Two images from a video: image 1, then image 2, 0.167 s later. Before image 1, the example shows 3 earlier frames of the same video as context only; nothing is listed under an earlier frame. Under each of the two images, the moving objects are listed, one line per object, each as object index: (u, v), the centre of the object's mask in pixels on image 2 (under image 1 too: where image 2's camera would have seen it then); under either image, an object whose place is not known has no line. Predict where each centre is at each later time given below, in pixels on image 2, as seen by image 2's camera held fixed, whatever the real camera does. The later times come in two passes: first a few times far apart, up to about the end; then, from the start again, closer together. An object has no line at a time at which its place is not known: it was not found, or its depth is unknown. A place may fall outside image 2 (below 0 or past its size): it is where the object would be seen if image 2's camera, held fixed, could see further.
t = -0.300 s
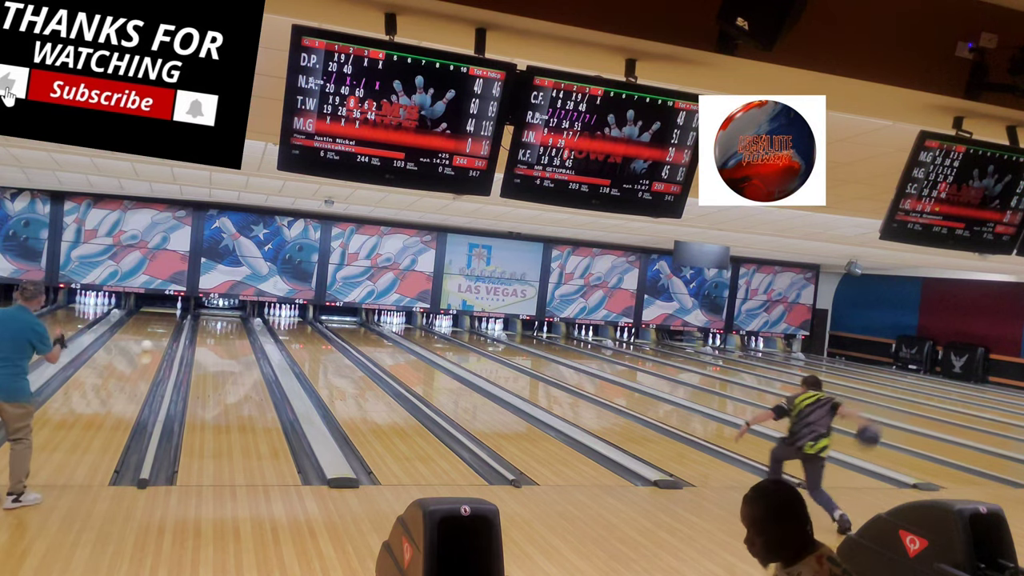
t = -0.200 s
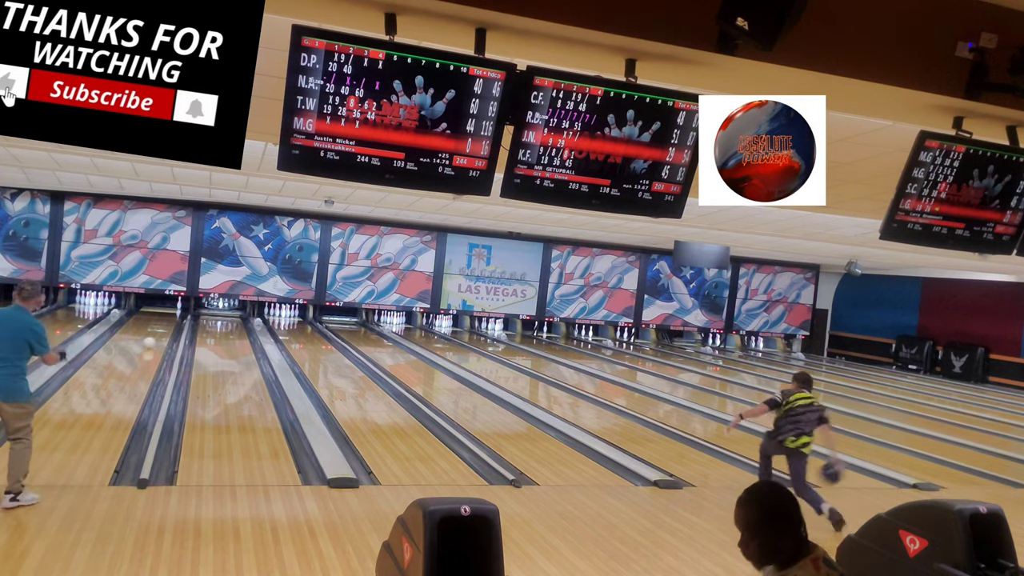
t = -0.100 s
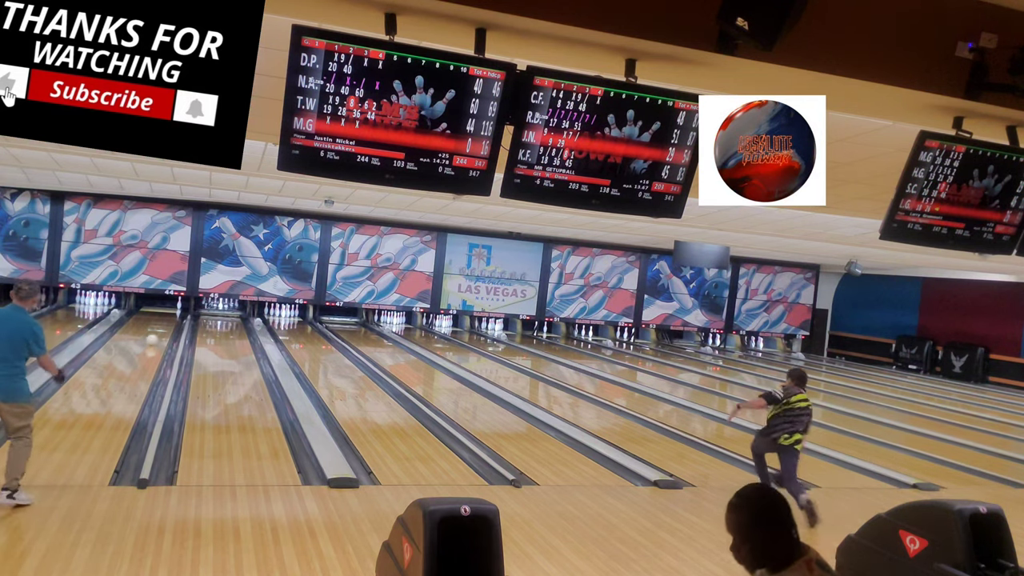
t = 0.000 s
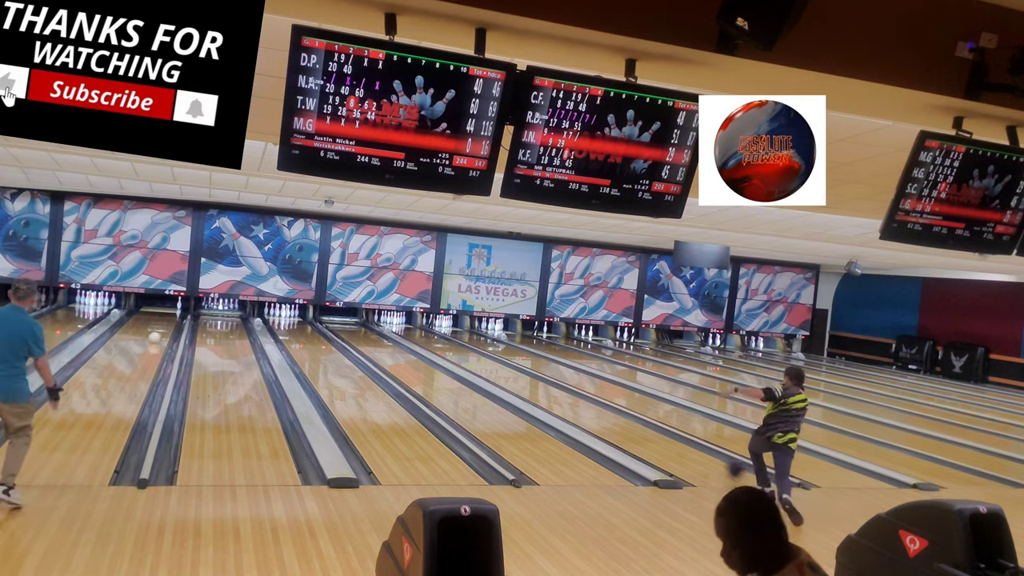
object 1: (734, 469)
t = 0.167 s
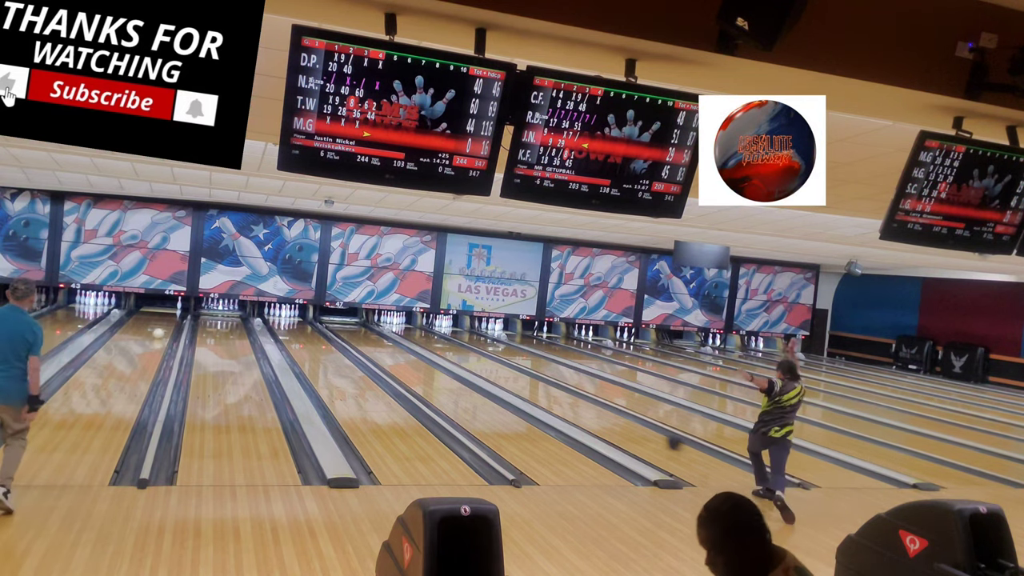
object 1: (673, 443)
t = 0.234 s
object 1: (653, 434)
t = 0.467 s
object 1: (594, 406)
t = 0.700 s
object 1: (550, 387)
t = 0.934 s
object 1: (515, 371)
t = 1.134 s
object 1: (491, 360)
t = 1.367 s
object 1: (467, 350)
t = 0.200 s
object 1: (663, 438)
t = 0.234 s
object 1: (653, 434)
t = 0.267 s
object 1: (643, 429)
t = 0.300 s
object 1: (634, 425)
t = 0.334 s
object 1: (625, 421)
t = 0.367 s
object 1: (617, 418)
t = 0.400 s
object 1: (609, 414)
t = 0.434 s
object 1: (601, 410)
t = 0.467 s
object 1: (594, 406)
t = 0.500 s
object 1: (587, 404)
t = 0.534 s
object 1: (580, 400)
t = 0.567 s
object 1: (574, 397)
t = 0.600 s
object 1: (568, 394)
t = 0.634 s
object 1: (561, 391)
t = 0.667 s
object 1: (555, 389)
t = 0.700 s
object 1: (550, 387)
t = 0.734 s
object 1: (544, 383)
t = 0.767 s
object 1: (539, 381)
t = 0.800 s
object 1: (534, 379)
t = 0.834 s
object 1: (529, 377)
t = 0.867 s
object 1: (525, 374)
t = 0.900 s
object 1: (520, 372)
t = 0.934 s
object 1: (515, 371)
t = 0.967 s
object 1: (511, 369)
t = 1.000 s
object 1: (507, 366)
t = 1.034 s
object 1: (503, 365)
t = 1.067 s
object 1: (499, 363)
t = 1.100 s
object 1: (495, 361)
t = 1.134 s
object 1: (491, 360)
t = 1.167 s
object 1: (487, 358)
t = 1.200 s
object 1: (484, 356)
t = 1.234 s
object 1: (480, 355)
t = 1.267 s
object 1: (477, 354)
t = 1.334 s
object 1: (471, 351)
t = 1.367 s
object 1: (467, 350)
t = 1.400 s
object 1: (464, 348)
